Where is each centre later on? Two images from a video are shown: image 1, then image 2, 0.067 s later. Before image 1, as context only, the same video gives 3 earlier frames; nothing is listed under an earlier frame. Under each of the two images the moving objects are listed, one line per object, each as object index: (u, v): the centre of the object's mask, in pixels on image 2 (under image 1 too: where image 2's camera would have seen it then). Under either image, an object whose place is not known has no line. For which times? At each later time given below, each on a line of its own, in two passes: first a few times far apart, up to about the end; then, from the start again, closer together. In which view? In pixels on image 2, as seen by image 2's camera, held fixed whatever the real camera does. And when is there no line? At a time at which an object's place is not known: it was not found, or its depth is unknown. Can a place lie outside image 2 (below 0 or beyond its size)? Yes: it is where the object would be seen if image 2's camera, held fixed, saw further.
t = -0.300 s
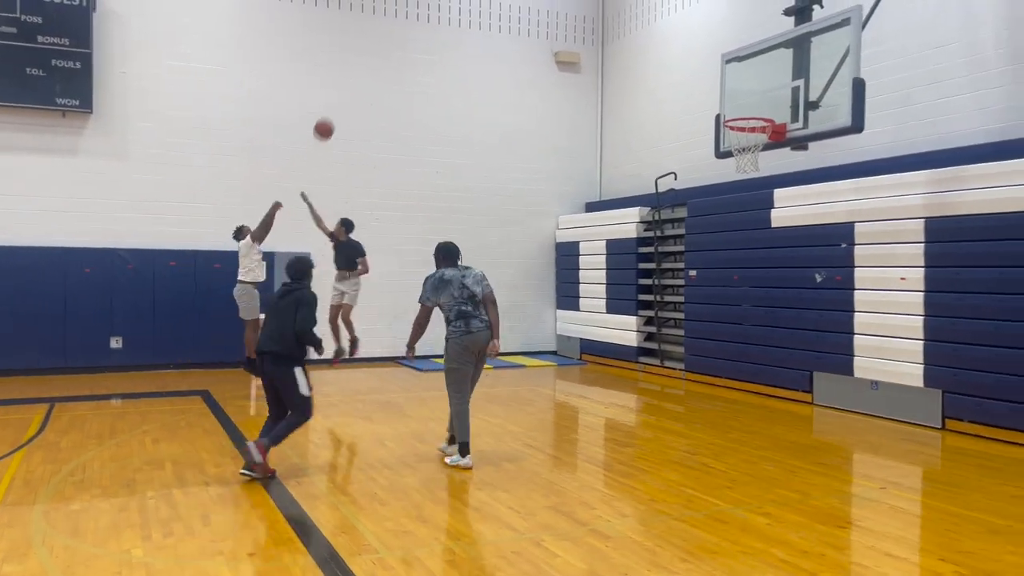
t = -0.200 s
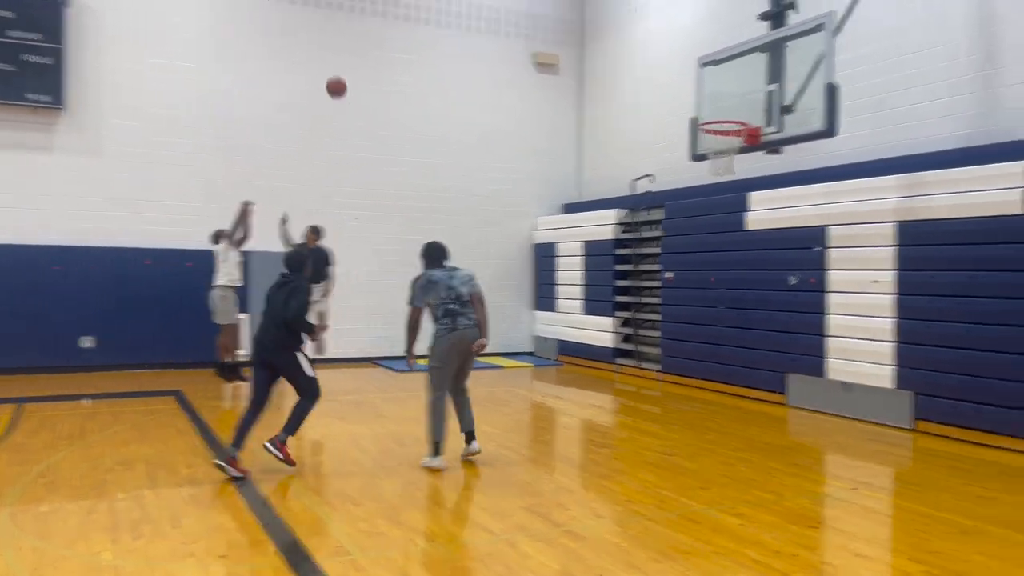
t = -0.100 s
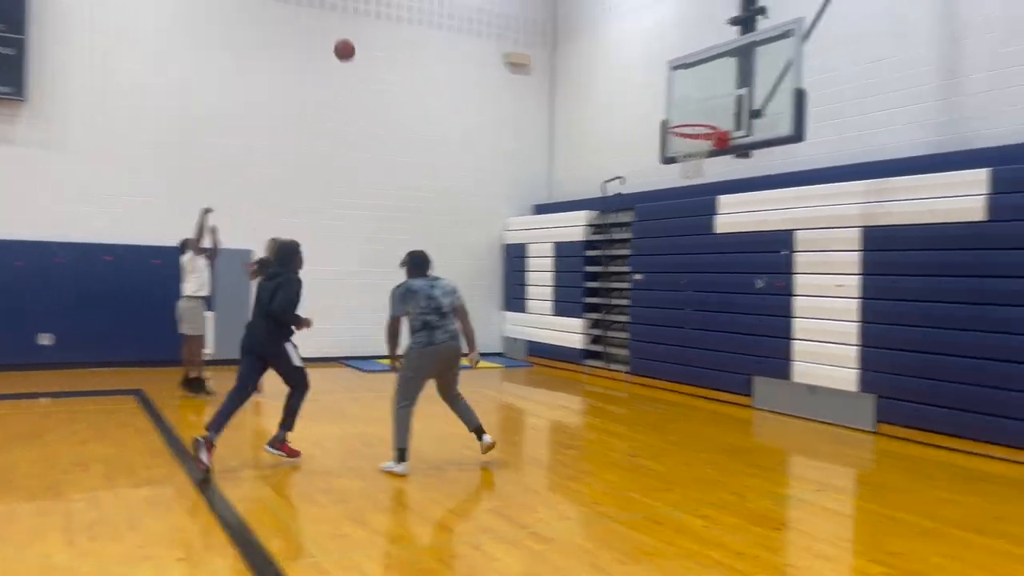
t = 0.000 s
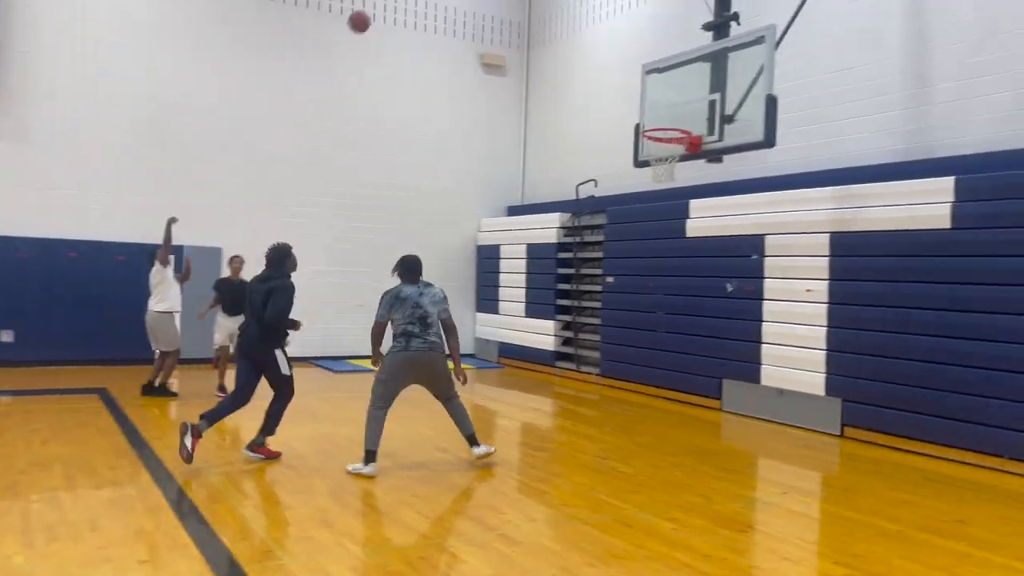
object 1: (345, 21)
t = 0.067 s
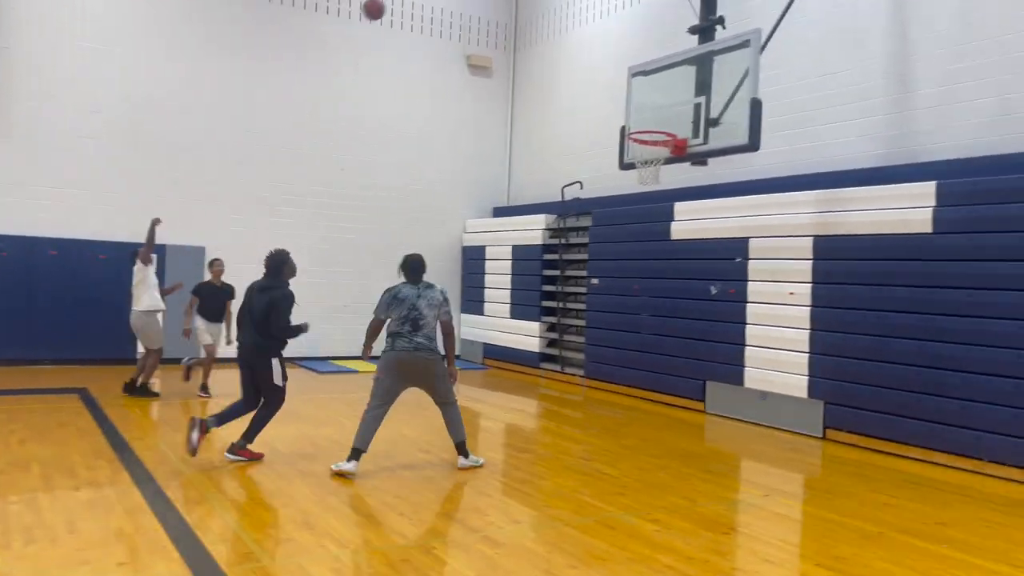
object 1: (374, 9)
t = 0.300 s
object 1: (477, 0)
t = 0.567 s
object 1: (606, 46)
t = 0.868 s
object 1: (737, 190)
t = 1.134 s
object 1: (787, 392)
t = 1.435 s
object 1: (811, 354)
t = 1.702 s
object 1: (812, 258)
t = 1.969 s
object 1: (806, 254)
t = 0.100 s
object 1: (388, 7)
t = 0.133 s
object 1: (403, 5)
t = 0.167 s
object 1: (417, 3)
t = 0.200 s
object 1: (432, 2)
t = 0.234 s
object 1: (447, 0)
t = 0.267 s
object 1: (462, 0)
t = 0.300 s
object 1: (477, 0)
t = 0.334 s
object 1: (492, 0)
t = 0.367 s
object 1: (508, 1)
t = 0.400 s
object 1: (524, 5)
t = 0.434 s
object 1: (540, 11)
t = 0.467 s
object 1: (556, 17)
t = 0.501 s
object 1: (572, 25)
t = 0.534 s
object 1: (589, 35)
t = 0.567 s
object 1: (606, 46)
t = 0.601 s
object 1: (623, 57)
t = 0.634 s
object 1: (639, 70)
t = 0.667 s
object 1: (658, 86)
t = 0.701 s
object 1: (675, 101)
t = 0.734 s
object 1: (692, 119)
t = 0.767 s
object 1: (712, 135)
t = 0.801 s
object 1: (726, 156)
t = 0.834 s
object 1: (731, 171)
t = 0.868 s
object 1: (737, 190)
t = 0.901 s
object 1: (743, 210)
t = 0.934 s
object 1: (749, 230)
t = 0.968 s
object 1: (755, 253)
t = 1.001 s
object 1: (761, 276)
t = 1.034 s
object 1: (767, 302)
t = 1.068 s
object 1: (773, 329)
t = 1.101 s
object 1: (780, 360)
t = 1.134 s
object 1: (787, 392)
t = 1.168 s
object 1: (794, 424)
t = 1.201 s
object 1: (801, 459)
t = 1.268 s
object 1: (807, 451)
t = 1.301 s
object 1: (807, 429)
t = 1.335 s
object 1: (808, 408)
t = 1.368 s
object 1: (810, 389)
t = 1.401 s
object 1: (811, 371)
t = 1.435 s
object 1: (811, 354)
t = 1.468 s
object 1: (812, 337)
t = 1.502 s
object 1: (812, 322)
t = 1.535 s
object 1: (812, 308)
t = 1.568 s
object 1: (812, 296)
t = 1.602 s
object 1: (812, 284)
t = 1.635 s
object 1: (812, 275)
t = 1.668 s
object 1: (812, 266)
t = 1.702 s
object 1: (812, 258)
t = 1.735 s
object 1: (811, 253)
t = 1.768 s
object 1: (811, 248)
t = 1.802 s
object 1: (811, 245)
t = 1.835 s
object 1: (810, 244)
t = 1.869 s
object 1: (809, 244)
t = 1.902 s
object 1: (809, 245)
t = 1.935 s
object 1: (808, 249)
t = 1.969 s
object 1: (806, 254)
